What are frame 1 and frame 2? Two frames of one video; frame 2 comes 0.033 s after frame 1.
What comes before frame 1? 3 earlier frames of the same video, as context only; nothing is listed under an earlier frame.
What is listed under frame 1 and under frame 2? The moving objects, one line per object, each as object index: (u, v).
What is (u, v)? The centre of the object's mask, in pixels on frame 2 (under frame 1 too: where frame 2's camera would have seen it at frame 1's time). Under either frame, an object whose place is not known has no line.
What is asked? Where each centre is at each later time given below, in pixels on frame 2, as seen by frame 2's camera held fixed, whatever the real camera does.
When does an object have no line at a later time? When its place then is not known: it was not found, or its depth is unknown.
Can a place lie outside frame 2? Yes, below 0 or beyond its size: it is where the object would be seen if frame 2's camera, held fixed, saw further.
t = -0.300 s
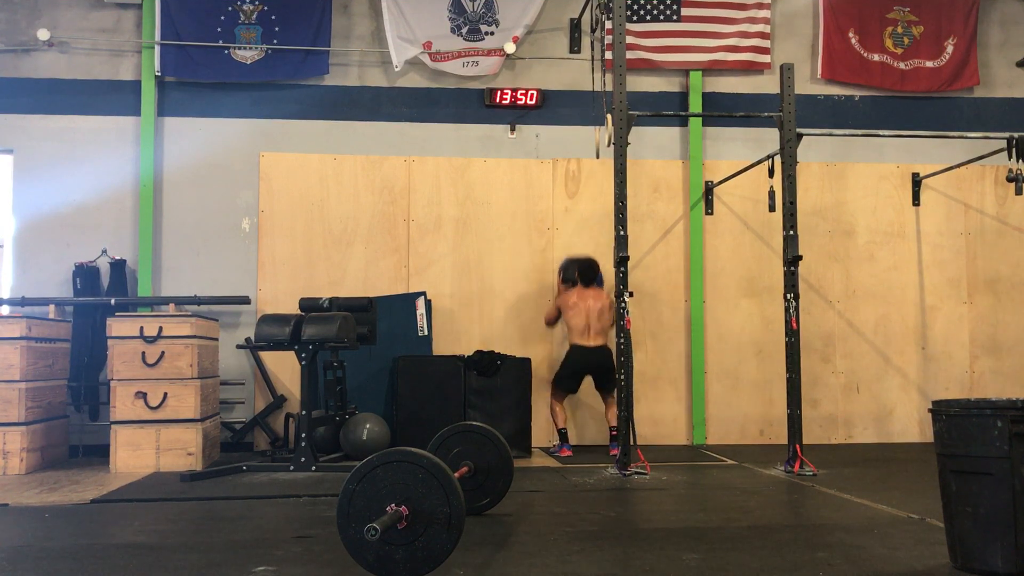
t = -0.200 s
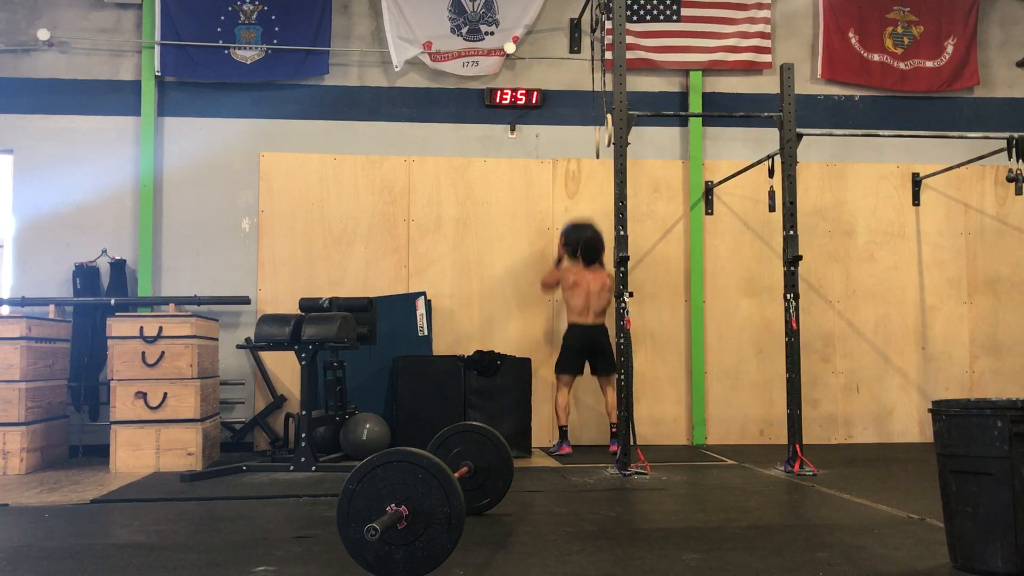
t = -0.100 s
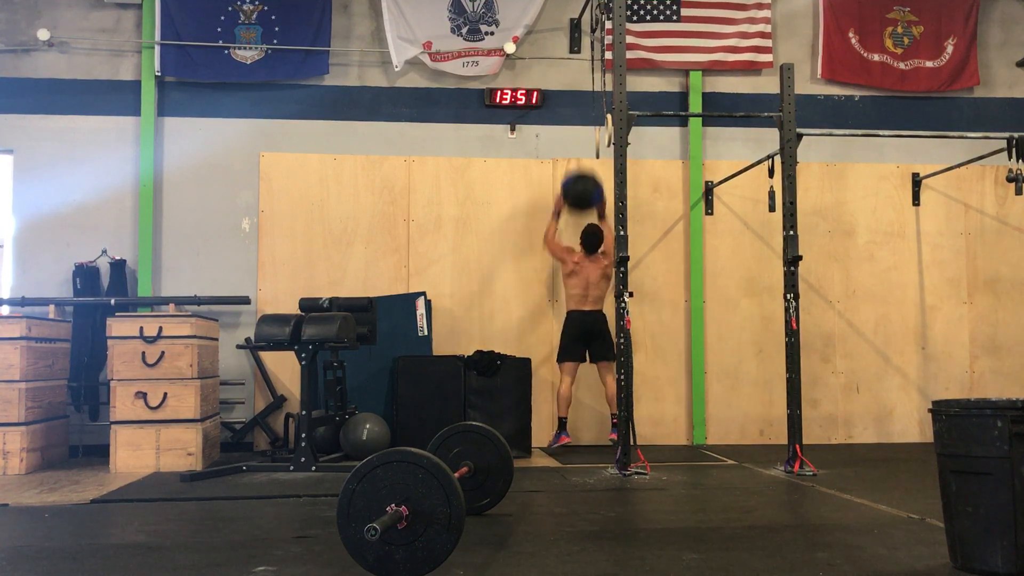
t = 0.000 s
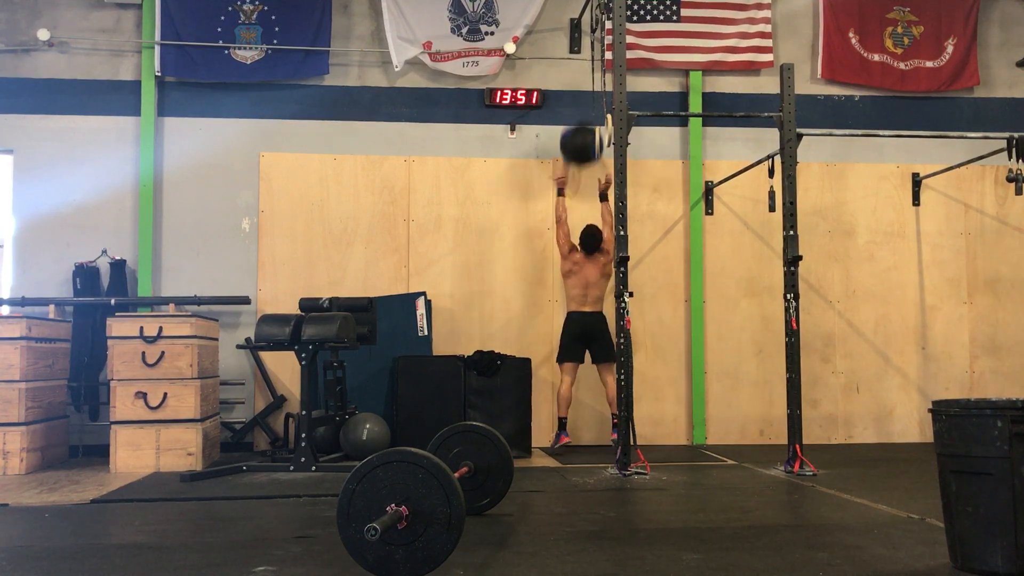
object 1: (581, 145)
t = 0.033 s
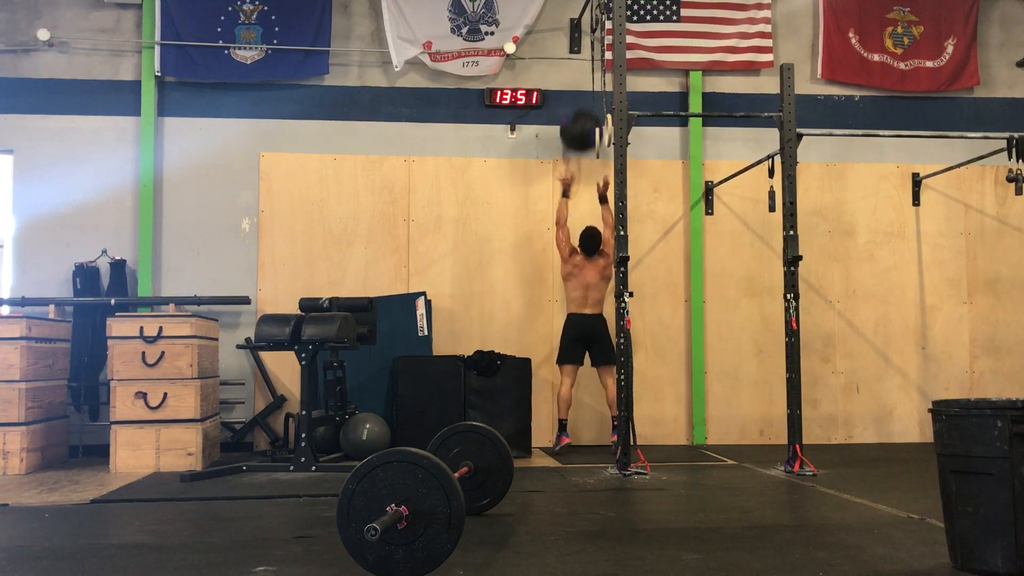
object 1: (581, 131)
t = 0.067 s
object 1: (581, 120)
